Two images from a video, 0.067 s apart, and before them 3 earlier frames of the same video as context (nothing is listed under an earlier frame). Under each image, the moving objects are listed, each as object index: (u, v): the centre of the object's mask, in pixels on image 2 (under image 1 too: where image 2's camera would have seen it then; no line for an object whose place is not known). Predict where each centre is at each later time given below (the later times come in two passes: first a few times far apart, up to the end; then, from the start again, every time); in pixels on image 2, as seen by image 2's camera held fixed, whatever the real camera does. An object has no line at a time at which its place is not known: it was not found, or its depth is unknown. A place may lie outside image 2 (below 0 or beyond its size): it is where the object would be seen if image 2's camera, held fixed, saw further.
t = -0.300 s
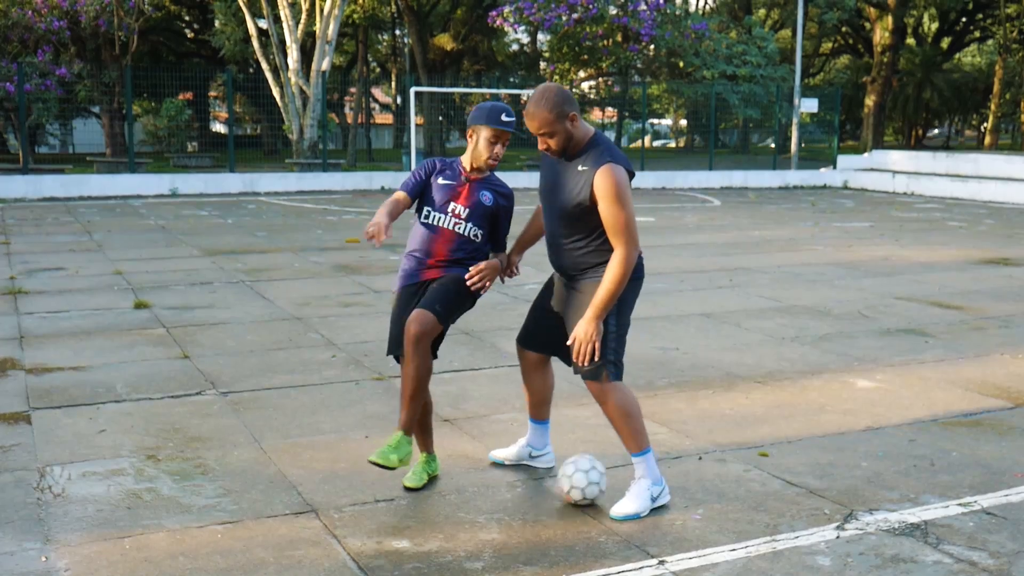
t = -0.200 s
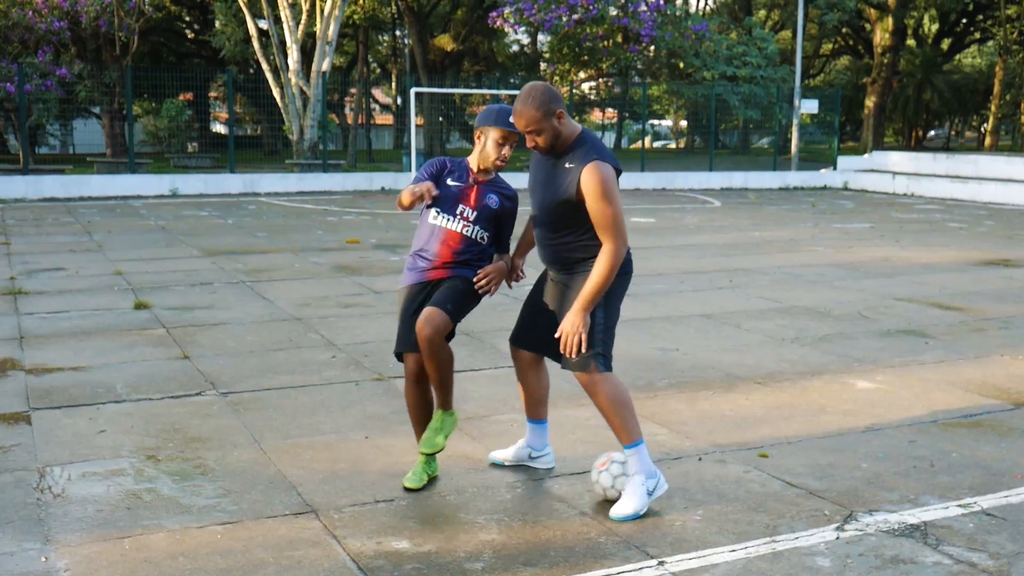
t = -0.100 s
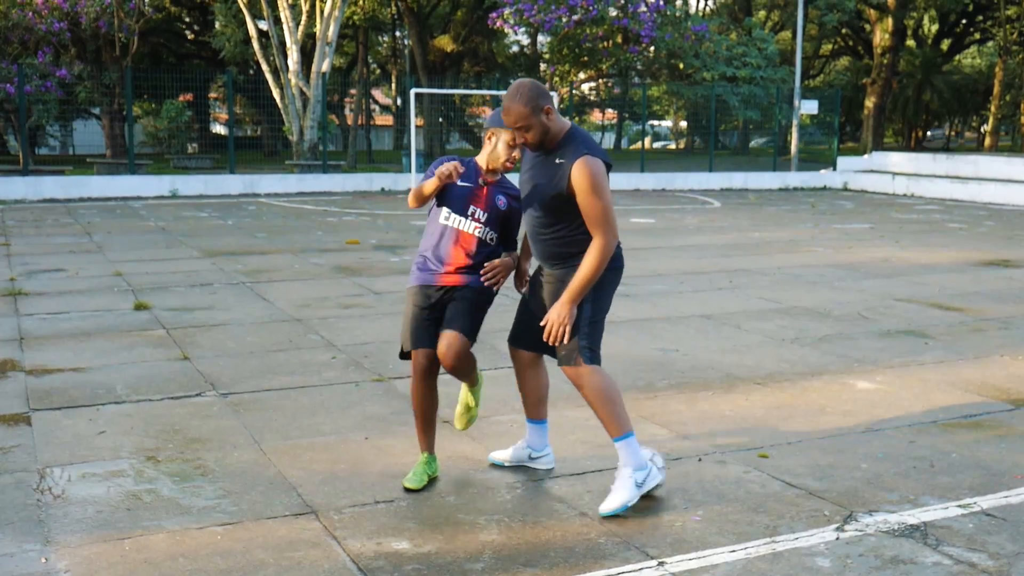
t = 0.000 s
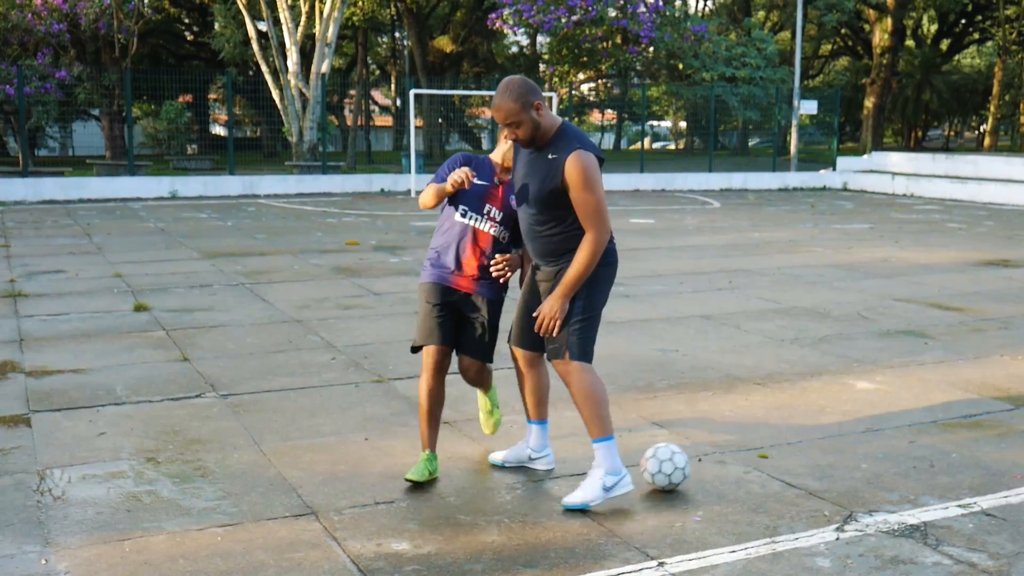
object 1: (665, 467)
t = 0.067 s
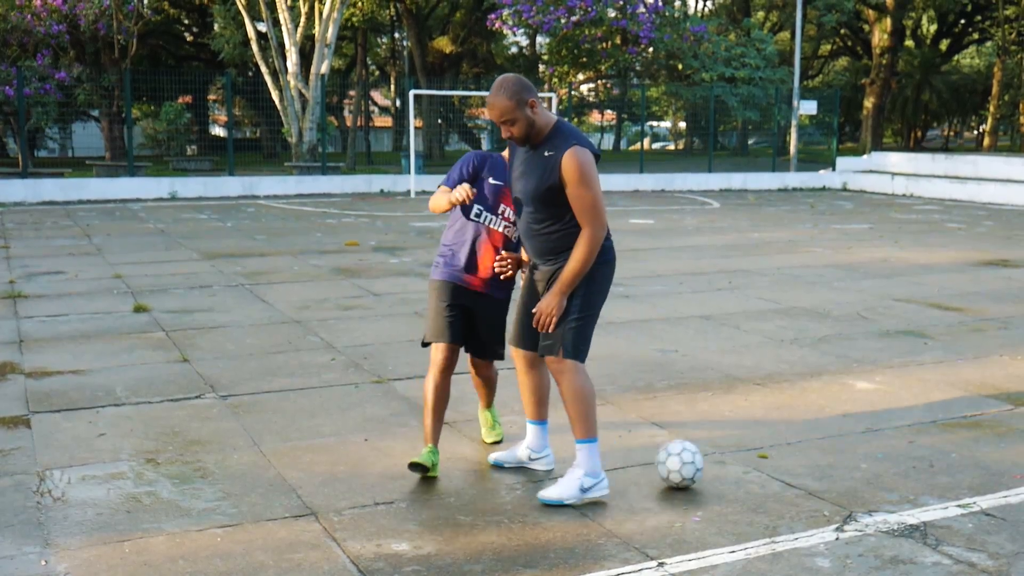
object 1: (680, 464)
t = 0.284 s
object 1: (725, 454)
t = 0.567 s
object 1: (775, 445)
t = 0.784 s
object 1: (806, 439)
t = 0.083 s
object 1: (683, 463)
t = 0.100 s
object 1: (687, 462)
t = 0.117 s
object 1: (691, 462)
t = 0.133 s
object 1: (694, 461)
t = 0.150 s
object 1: (698, 460)
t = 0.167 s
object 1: (701, 460)
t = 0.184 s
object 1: (705, 459)
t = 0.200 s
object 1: (708, 458)
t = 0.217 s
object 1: (711, 457)
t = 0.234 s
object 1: (714, 458)
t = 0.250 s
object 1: (718, 457)
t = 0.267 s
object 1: (721, 455)
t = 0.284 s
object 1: (725, 454)
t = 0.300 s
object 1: (728, 455)
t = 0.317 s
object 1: (731, 454)
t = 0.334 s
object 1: (734, 453)
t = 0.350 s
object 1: (737, 452)
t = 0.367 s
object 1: (740, 452)
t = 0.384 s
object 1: (743, 451)
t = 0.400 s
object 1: (746, 450)
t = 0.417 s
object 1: (749, 450)
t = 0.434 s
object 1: (752, 449)
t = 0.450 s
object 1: (755, 449)
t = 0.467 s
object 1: (758, 448)
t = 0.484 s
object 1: (761, 447)
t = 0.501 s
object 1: (764, 447)
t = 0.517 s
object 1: (767, 446)
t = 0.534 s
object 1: (769, 447)
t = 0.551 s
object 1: (772, 445)
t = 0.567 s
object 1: (775, 445)
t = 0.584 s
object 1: (778, 444)
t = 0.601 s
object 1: (779, 444)
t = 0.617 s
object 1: (782, 444)
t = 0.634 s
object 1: (784, 443)
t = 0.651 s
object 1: (787, 442)
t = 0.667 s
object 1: (790, 441)
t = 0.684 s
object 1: (792, 442)
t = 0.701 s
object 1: (794, 441)
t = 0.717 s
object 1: (797, 440)
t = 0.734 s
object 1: (799, 440)
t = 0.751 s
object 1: (802, 439)
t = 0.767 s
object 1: (804, 439)
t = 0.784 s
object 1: (806, 439)
